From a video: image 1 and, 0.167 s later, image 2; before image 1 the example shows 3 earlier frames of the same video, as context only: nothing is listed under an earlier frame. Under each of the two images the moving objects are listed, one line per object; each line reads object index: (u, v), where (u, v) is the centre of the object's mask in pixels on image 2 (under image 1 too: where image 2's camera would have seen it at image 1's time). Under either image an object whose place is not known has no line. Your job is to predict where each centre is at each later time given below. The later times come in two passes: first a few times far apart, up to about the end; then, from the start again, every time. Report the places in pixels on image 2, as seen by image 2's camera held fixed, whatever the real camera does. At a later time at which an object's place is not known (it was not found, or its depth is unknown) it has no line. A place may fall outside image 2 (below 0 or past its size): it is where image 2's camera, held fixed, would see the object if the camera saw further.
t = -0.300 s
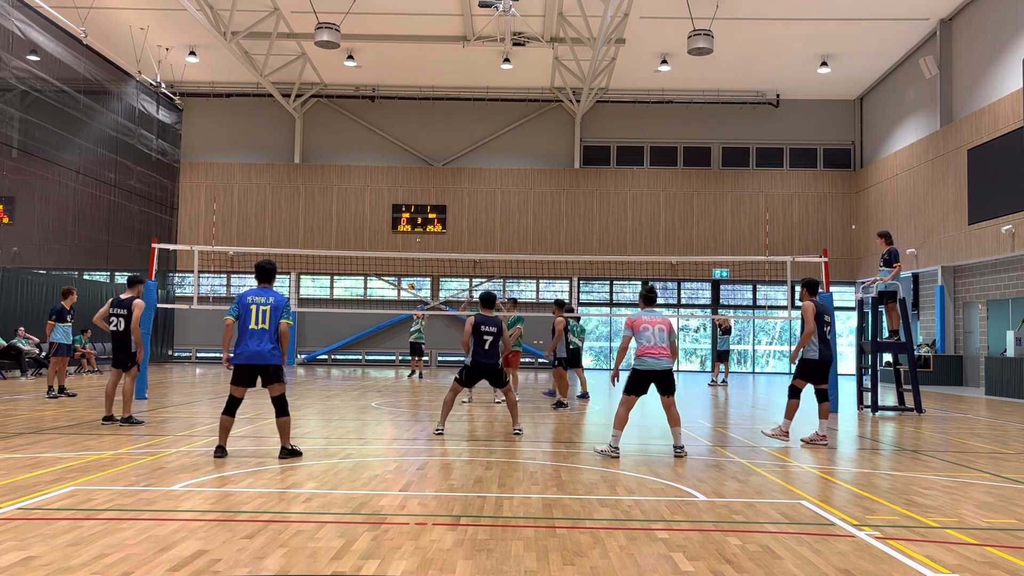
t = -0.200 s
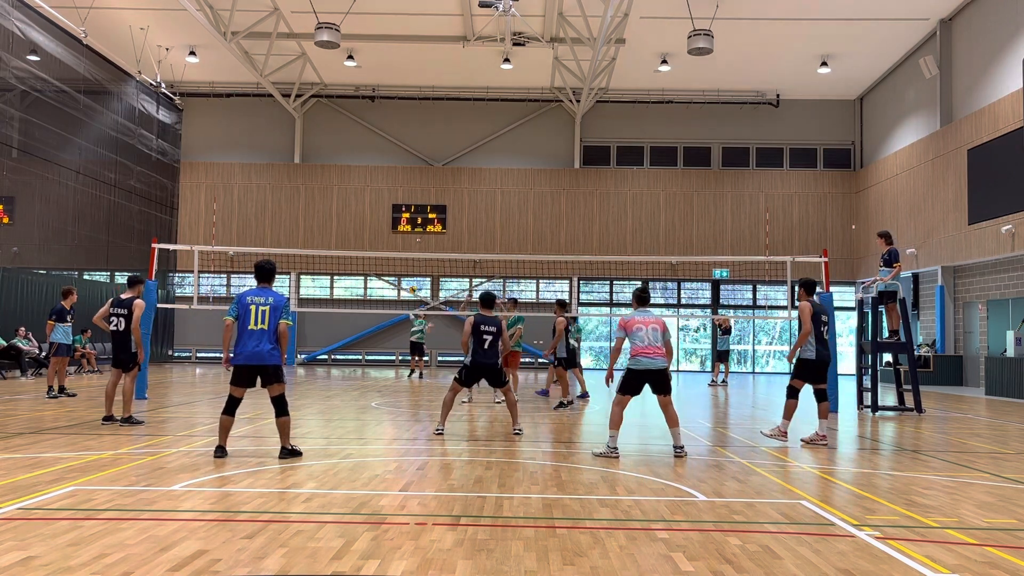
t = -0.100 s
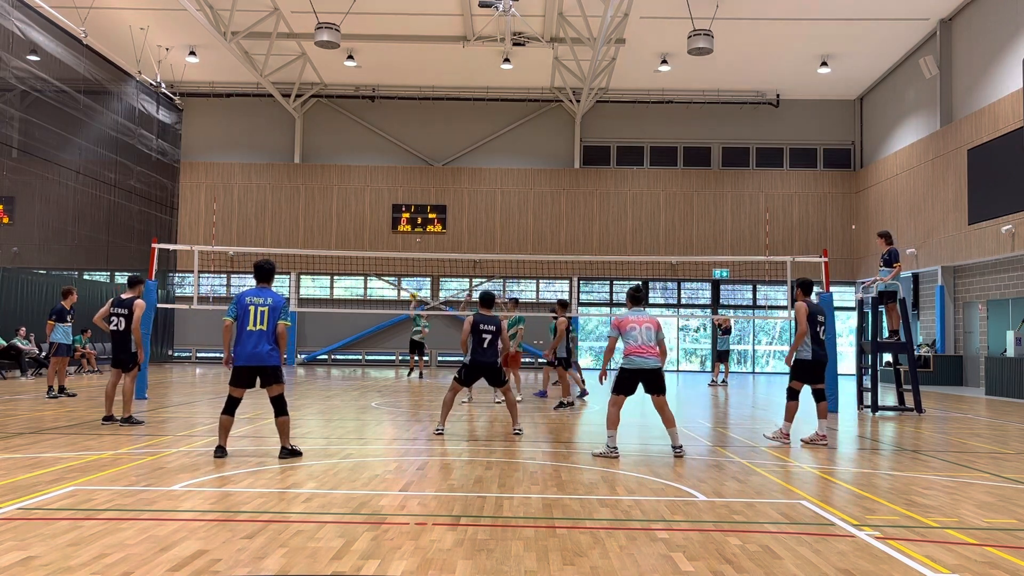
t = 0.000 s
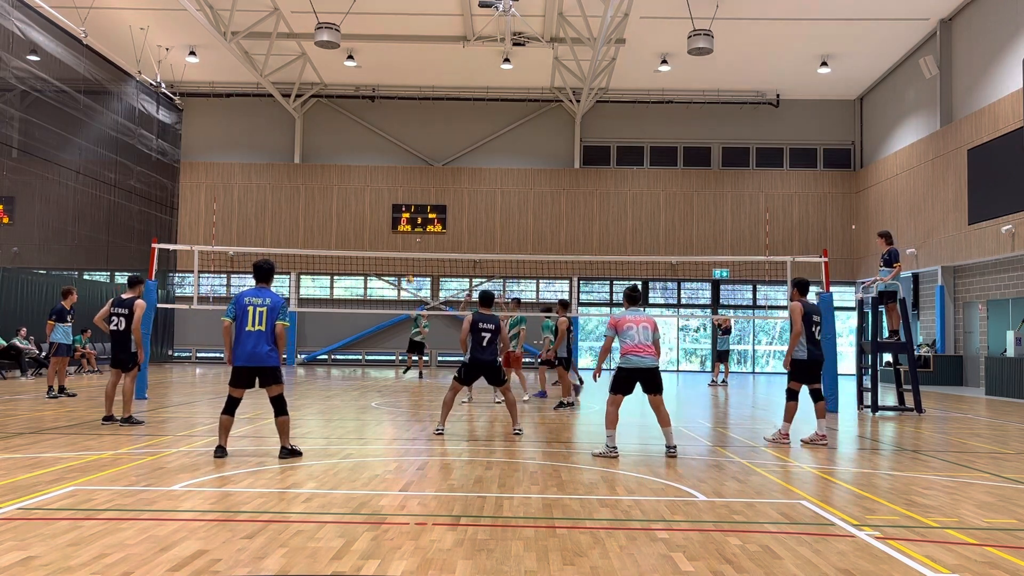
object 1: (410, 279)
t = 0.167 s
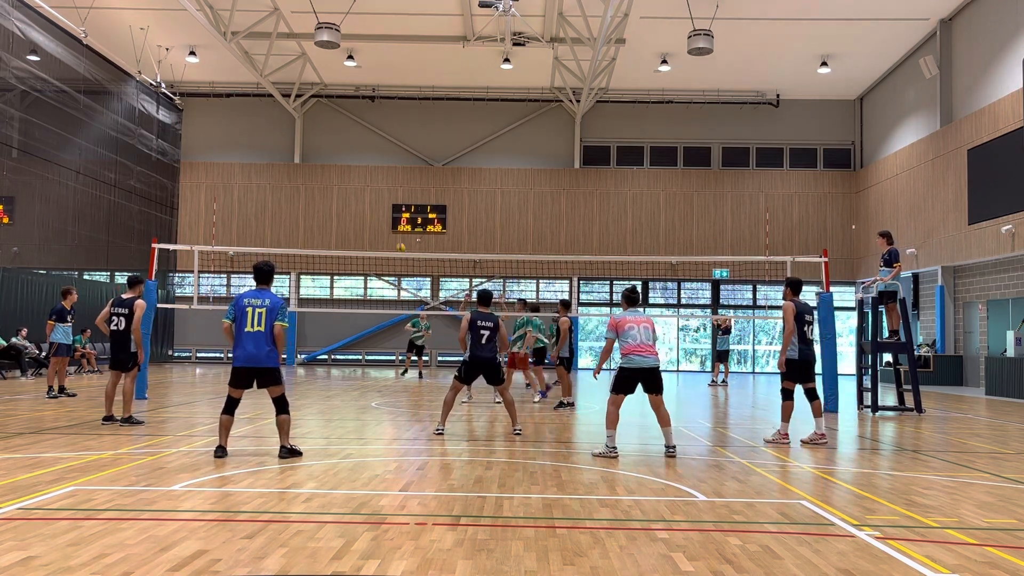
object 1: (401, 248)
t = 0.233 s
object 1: (396, 236)
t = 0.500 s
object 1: (372, 205)
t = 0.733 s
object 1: (342, 208)
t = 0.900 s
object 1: (314, 239)
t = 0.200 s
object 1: (398, 242)
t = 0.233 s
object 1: (396, 236)
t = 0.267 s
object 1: (393, 232)
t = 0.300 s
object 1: (390, 227)
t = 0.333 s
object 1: (387, 223)
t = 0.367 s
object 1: (384, 218)
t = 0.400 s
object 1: (381, 214)
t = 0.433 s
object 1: (378, 211)
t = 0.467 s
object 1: (375, 208)
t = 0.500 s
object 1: (372, 205)
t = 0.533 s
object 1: (368, 203)
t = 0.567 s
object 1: (364, 202)
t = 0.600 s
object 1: (360, 201)
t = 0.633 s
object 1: (356, 202)
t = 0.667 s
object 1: (352, 203)
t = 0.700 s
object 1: (348, 205)
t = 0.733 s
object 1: (342, 208)
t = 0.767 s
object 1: (337, 212)
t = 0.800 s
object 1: (332, 217)
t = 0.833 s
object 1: (326, 222)
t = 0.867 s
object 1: (320, 230)
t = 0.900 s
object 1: (314, 239)
